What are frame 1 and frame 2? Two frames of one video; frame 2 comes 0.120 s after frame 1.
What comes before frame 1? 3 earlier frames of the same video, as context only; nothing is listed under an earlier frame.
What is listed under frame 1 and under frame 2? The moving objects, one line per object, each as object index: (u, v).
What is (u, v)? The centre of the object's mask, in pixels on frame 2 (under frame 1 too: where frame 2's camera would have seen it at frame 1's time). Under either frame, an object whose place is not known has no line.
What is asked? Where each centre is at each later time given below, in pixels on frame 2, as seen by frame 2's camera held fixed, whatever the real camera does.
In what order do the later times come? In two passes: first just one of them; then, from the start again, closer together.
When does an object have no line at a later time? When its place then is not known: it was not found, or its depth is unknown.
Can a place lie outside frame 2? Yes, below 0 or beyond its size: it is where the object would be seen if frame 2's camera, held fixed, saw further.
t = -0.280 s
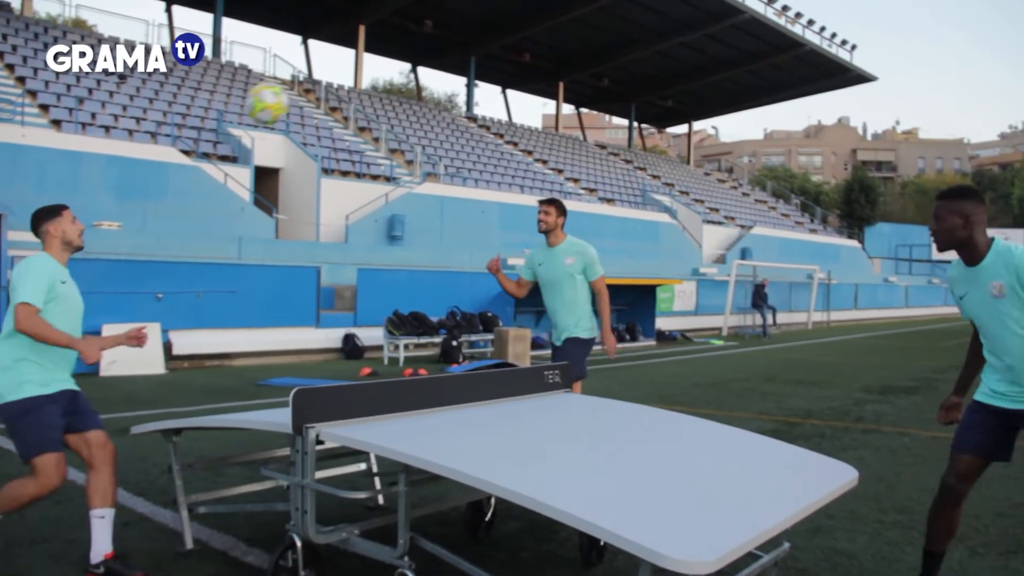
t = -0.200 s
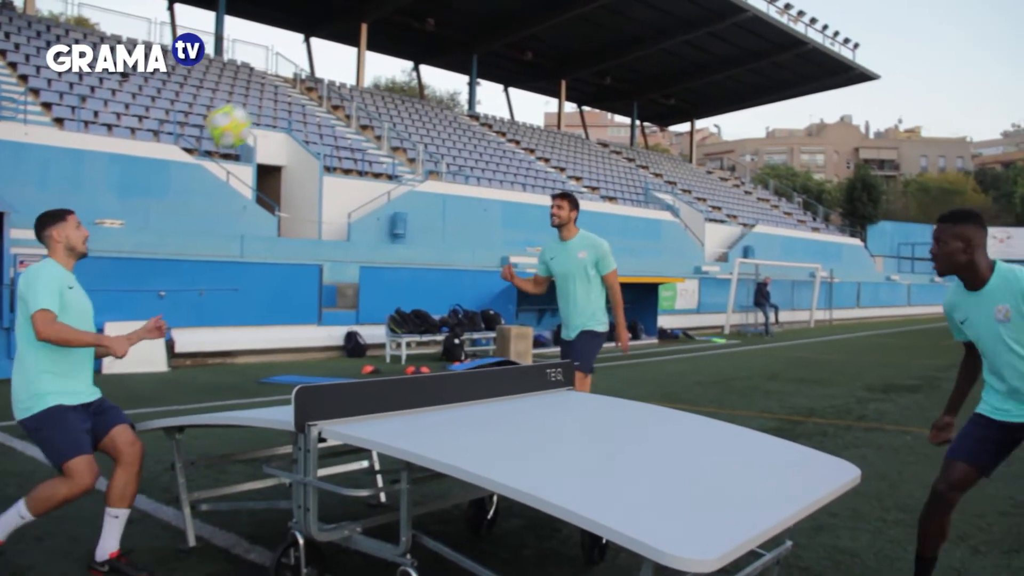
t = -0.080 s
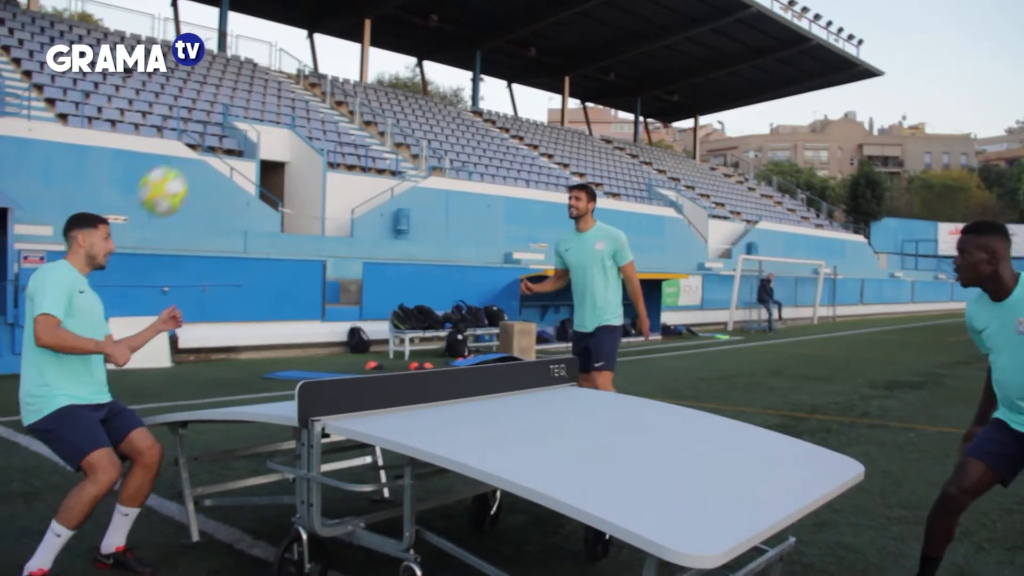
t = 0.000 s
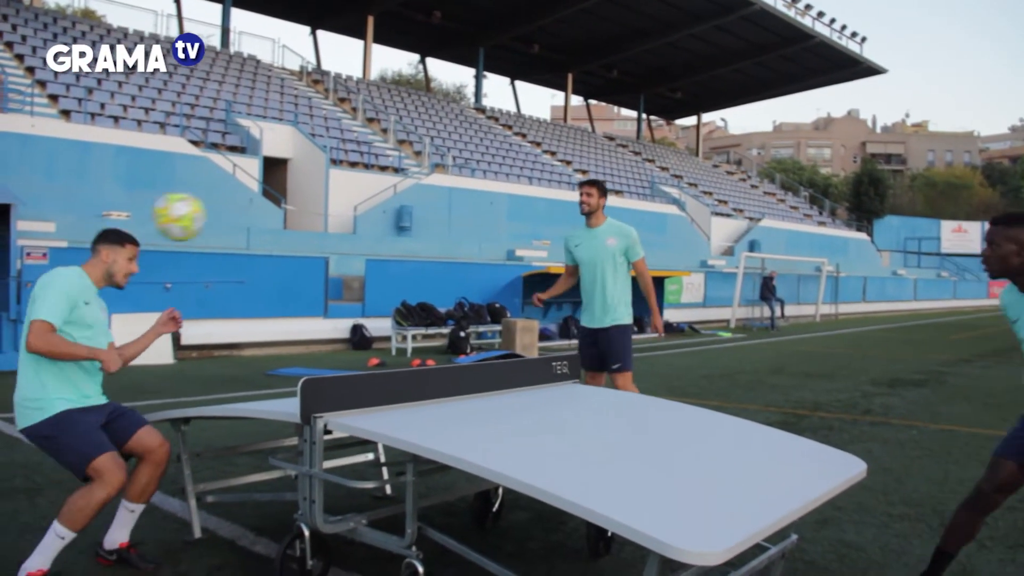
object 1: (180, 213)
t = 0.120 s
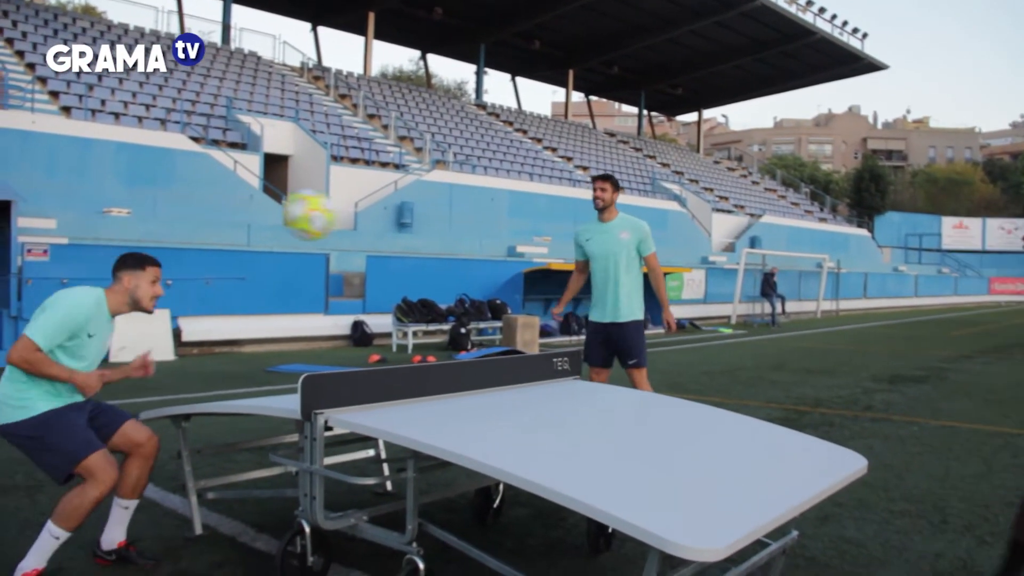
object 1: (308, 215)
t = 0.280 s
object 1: (500, 274)
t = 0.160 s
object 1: (356, 222)
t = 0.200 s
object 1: (403, 234)
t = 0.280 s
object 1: (500, 274)
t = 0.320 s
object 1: (549, 299)
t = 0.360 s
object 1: (600, 329)
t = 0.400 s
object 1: (650, 363)
